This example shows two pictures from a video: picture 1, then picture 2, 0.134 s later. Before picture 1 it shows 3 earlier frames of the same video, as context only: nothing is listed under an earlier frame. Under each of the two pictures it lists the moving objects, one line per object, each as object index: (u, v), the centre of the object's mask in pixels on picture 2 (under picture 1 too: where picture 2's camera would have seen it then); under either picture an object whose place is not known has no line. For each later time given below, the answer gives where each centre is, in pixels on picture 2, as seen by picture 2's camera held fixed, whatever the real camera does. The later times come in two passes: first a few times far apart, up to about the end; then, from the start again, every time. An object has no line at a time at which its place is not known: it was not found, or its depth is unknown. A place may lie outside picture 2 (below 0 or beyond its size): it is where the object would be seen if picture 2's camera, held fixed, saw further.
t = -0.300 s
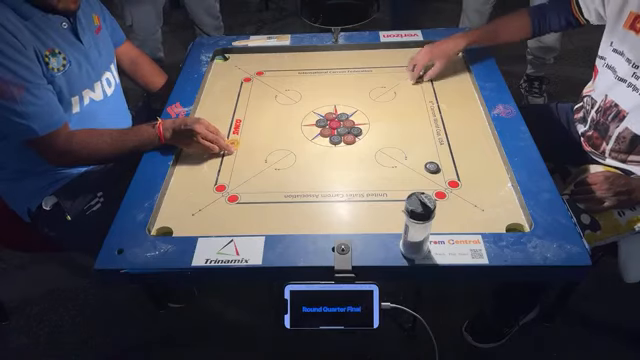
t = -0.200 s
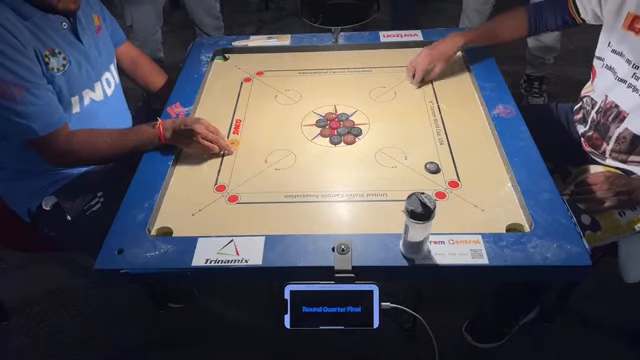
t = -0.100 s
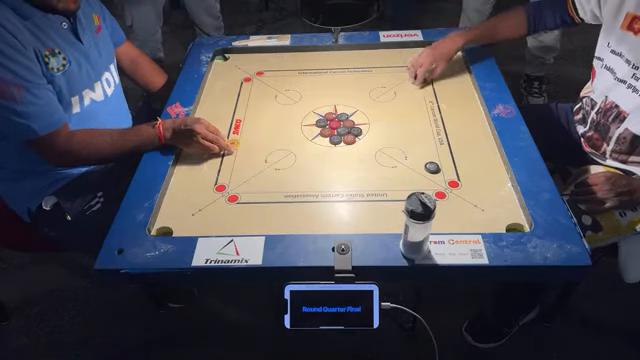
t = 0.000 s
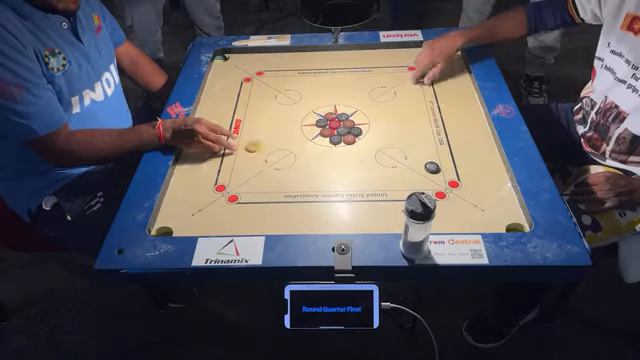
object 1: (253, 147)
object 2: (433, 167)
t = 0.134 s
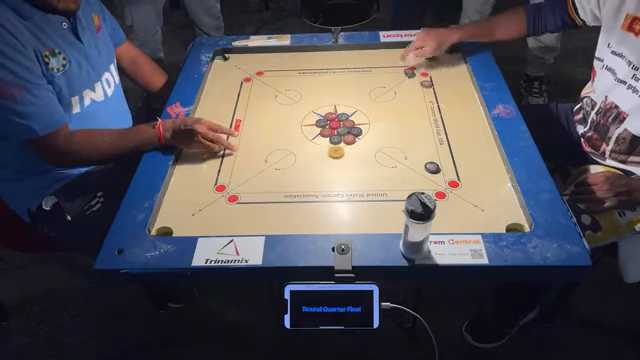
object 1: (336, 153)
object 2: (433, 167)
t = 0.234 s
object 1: (393, 156)
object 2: (432, 167)
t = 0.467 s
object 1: (482, 152)
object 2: (465, 200)
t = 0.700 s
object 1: (419, 148)
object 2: (487, 219)
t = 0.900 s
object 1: (391, 146)
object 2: (487, 219)
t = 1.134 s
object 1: (383, 145)
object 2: (487, 219)
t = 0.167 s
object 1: (355, 153)
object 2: (432, 167)
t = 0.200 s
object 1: (375, 154)
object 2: (432, 167)
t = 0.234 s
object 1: (393, 156)
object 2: (432, 167)
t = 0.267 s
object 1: (412, 157)
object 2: (432, 167)
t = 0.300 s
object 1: (430, 157)
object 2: (435, 170)
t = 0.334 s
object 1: (446, 156)
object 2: (441, 176)
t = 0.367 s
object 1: (460, 154)
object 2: (448, 183)
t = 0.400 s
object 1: (475, 153)
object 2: (454, 189)
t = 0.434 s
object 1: (488, 152)
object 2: (460, 194)
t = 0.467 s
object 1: (482, 152)
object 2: (465, 200)
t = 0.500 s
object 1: (472, 151)
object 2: (470, 204)
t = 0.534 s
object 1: (460, 151)
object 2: (474, 208)
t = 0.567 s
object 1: (451, 150)
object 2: (478, 211)
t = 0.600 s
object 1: (442, 149)
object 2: (481, 214)
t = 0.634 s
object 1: (433, 149)
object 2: (483, 216)
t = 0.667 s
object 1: (426, 149)
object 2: (485, 218)
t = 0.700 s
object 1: (419, 148)
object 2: (487, 219)
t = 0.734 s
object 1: (413, 148)
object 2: (487, 219)
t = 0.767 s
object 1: (407, 148)
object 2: (487, 219)
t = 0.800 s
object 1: (402, 147)
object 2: (487, 219)
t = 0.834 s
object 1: (397, 147)
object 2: (487, 219)
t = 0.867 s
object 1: (394, 146)
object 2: (487, 219)
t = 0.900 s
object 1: (391, 146)
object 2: (487, 219)
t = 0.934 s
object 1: (388, 146)
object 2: (487, 219)
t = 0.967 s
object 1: (386, 146)
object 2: (487, 219)
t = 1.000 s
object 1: (384, 145)
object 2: (487, 219)
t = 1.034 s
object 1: (383, 145)
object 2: (487, 219)
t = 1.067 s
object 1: (383, 145)
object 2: (487, 219)
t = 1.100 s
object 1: (383, 145)
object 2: (487, 219)
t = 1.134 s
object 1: (383, 145)
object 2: (487, 219)
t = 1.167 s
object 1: (383, 145)
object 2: (487, 219)
